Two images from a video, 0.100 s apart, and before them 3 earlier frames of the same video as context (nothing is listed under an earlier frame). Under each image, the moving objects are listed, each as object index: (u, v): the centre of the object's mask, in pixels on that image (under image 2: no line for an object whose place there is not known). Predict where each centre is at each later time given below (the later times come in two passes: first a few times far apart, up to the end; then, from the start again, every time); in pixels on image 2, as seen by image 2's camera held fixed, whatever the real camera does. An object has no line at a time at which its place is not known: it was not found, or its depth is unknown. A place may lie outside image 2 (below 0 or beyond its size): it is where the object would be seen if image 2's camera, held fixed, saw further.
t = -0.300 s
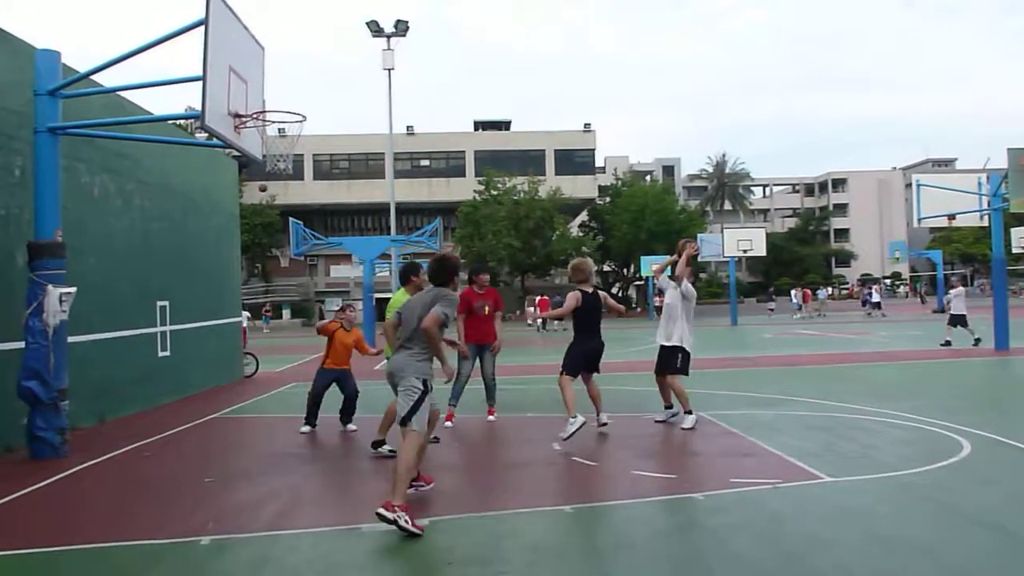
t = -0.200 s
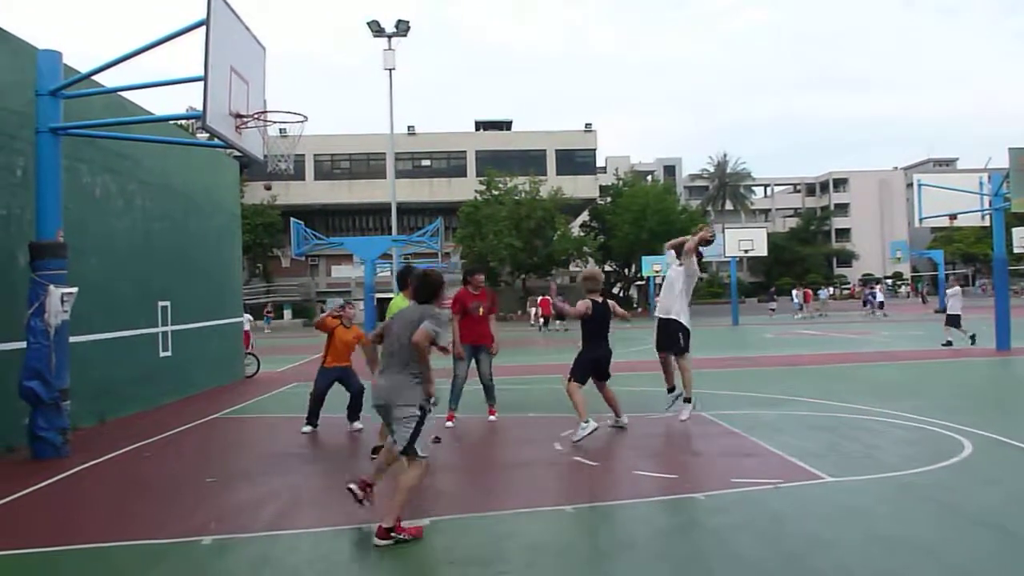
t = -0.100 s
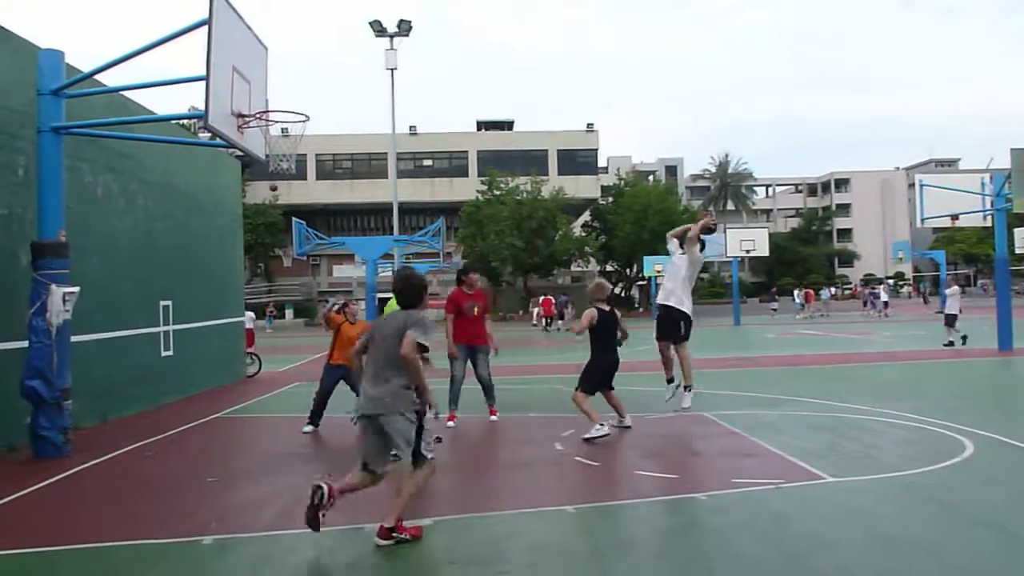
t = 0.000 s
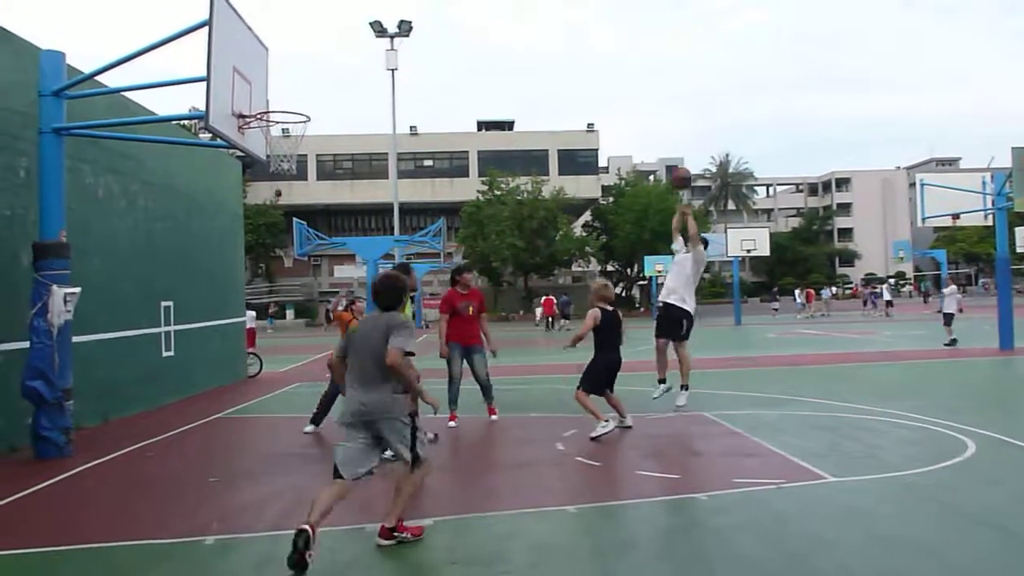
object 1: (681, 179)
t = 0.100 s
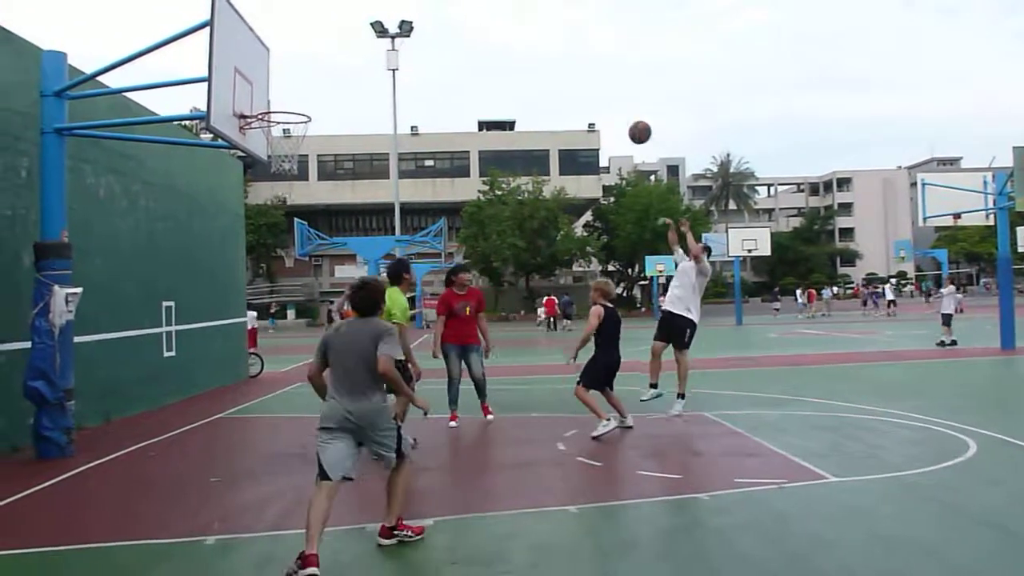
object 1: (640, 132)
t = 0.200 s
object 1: (597, 95)
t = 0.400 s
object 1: (510, 49)
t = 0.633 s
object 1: (404, 45)
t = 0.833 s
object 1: (309, 85)
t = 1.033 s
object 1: (301, 109)
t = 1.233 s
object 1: (337, 99)
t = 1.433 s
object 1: (373, 130)
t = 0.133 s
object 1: (625, 119)
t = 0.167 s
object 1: (611, 106)
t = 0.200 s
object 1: (597, 95)
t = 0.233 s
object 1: (582, 85)
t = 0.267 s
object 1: (568, 76)
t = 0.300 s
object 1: (554, 67)
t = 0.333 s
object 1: (539, 60)
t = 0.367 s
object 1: (524, 54)
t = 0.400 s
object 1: (510, 49)
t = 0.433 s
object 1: (494, 45)
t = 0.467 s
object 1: (480, 42)
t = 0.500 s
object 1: (464, 40)
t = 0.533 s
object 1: (449, 39)
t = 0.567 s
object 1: (434, 40)
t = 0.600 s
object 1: (419, 41)
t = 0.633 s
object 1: (404, 45)
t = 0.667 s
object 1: (388, 49)
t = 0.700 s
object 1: (372, 53)
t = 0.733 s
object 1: (357, 59)
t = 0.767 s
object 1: (341, 66)
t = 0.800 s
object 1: (325, 75)
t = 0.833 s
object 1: (309, 85)
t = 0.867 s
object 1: (293, 96)
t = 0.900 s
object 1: (277, 109)
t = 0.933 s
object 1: (274, 113)
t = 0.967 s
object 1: (277, 115)
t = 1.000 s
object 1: (290, 111)
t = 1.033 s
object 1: (301, 109)
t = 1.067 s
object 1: (307, 104)
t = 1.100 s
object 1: (313, 101)
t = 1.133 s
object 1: (318, 99)
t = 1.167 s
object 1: (324, 97)
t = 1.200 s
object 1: (331, 97)
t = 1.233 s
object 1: (337, 99)
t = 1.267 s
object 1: (343, 101)
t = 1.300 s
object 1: (349, 104)
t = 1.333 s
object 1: (355, 109)
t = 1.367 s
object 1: (361, 115)
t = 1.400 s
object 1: (367, 121)
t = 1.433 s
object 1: (373, 130)
